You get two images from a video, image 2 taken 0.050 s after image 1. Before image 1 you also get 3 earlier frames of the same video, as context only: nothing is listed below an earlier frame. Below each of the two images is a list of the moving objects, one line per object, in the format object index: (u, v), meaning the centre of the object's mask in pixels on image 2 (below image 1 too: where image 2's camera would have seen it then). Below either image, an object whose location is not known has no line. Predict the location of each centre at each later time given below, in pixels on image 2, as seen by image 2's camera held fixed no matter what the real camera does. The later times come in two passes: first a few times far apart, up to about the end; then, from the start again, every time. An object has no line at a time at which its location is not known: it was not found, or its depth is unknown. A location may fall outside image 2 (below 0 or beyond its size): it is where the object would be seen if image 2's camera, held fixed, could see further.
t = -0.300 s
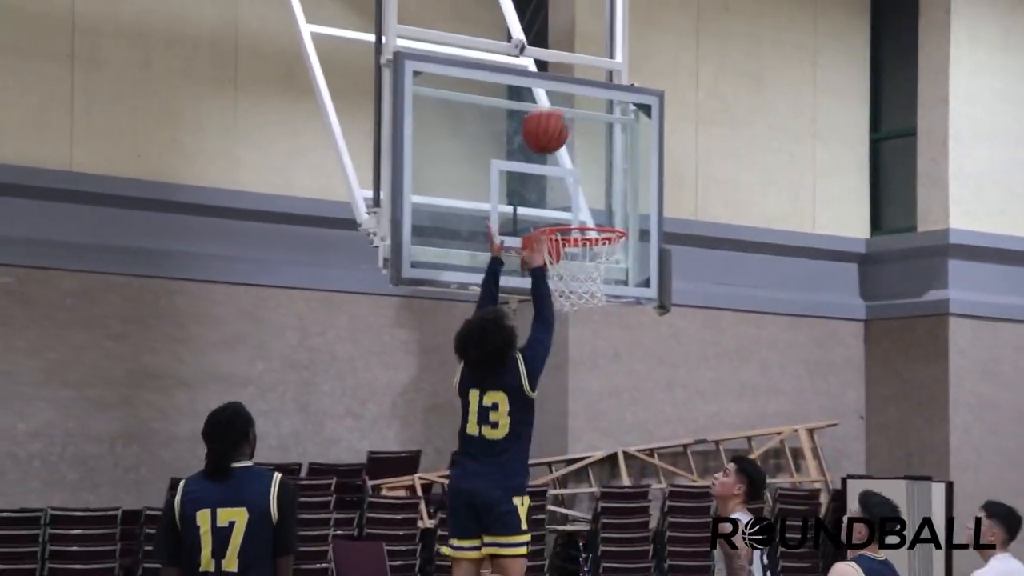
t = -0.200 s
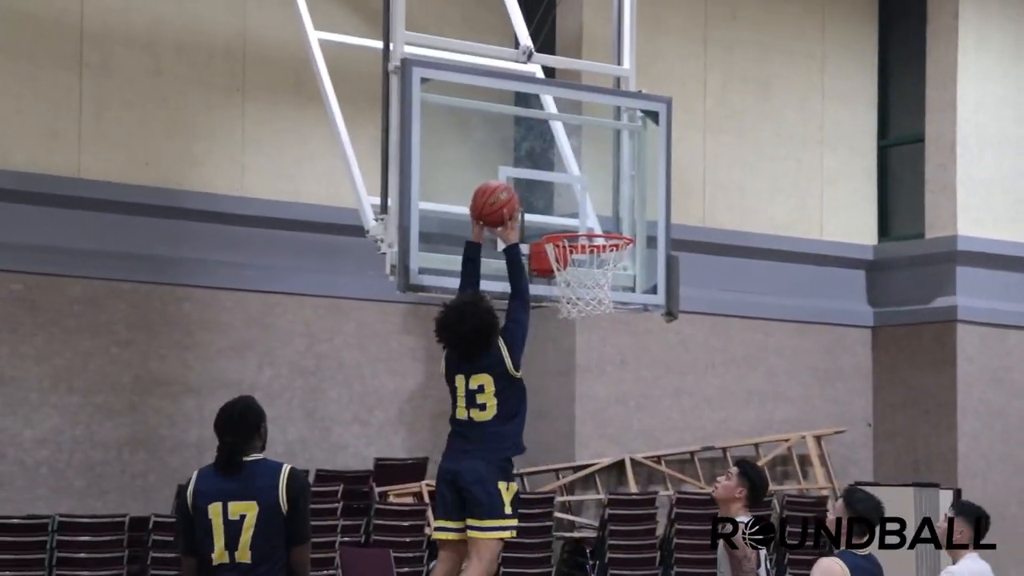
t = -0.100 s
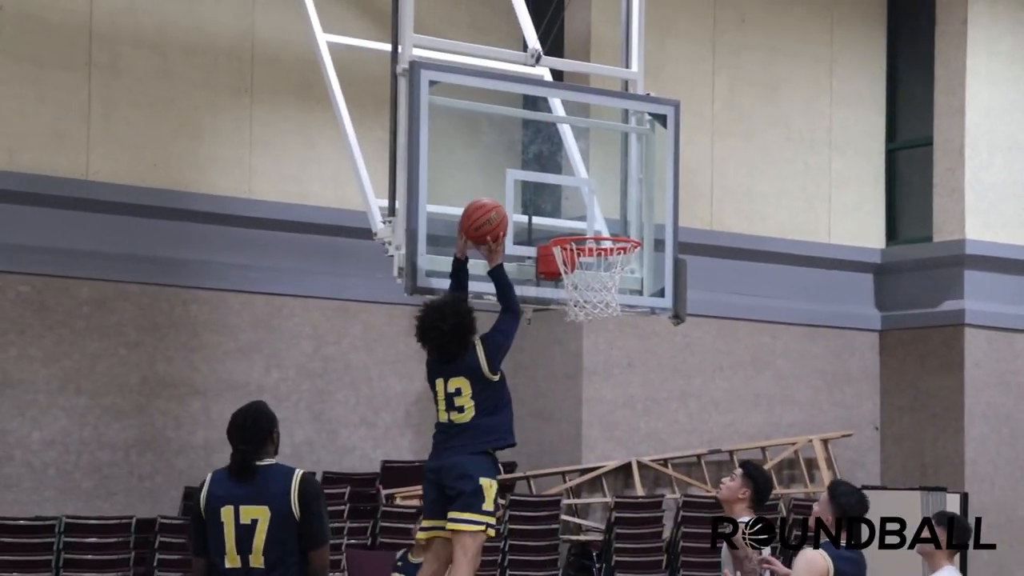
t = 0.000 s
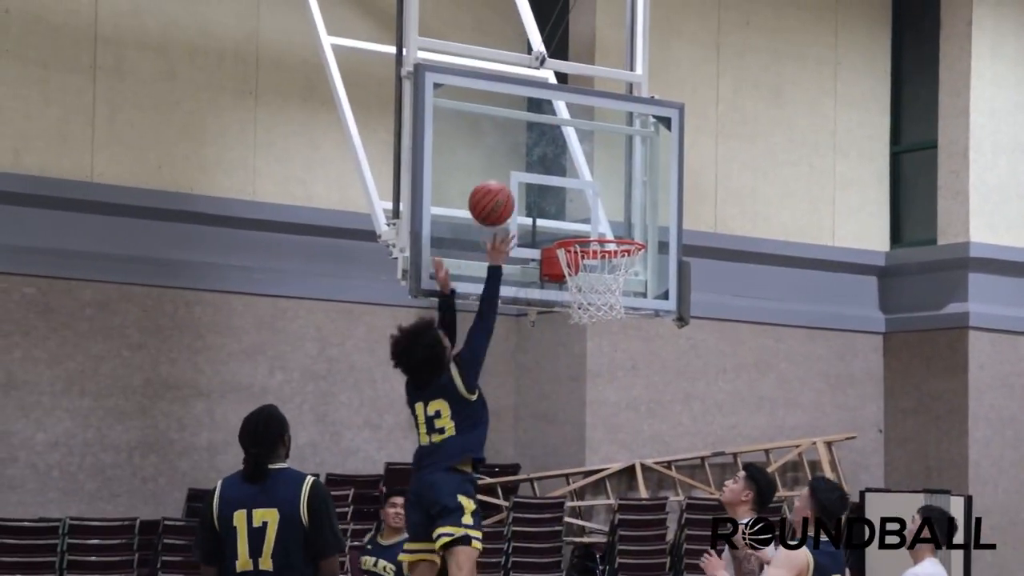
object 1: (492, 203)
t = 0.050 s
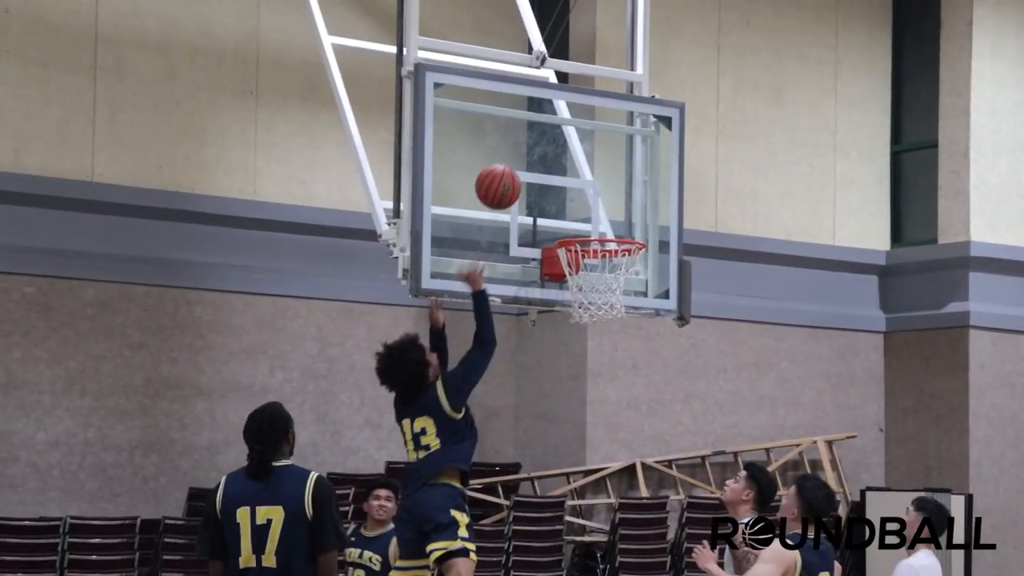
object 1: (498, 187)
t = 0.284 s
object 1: (544, 169)
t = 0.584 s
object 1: (606, 265)
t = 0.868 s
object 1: (592, 333)
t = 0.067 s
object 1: (500, 183)
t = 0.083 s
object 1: (502, 179)
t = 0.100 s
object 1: (504, 175)
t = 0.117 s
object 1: (505, 173)
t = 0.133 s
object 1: (507, 171)
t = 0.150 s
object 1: (510, 169)
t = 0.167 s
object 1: (511, 168)
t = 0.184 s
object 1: (515, 166)
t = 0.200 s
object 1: (520, 166)
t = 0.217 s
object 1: (525, 165)
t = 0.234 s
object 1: (529, 165)
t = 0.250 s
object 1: (534, 166)
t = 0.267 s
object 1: (539, 167)
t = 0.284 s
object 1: (544, 169)
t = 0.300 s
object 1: (548, 171)
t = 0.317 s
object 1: (553, 173)
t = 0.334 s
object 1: (558, 177)
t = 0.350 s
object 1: (562, 180)
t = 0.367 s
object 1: (567, 185)
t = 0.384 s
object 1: (572, 189)
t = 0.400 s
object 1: (577, 195)
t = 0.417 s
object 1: (581, 200)
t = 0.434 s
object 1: (586, 206)
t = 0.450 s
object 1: (591, 213)
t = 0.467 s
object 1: (595, 219)
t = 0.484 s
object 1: (599, 223)
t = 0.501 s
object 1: (604, 235)
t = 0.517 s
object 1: (603, 241)
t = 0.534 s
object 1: (605, 246)
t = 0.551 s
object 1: (605, 252)
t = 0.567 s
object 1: (606, 260)
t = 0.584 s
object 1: (606, 265)
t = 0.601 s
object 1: (607, 270)
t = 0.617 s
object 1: (606, 278)
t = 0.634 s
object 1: (606, 284)
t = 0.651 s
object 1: (605, 289)
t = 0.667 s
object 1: (604, 294)
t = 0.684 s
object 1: (604, 303)
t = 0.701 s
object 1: (601, 308)
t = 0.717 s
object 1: (600, 309)
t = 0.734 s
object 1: (599, 309)
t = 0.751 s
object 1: (598, 309)
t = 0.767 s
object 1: (598, 311)
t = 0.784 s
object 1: (597, 313)
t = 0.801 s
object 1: (596, 315)
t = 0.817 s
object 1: (595, 318)
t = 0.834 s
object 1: (594, 322)
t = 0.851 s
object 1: (593, 327)
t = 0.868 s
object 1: (592, 333)
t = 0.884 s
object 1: (591, 339)
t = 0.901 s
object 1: (589, 346)
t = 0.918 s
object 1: (588, 353)
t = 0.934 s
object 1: (587, 361)
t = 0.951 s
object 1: (586, 369)
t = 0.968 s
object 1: (584, 377)
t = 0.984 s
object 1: (583, 387)
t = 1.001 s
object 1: (582, 396)
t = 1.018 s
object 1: (580, 407)
